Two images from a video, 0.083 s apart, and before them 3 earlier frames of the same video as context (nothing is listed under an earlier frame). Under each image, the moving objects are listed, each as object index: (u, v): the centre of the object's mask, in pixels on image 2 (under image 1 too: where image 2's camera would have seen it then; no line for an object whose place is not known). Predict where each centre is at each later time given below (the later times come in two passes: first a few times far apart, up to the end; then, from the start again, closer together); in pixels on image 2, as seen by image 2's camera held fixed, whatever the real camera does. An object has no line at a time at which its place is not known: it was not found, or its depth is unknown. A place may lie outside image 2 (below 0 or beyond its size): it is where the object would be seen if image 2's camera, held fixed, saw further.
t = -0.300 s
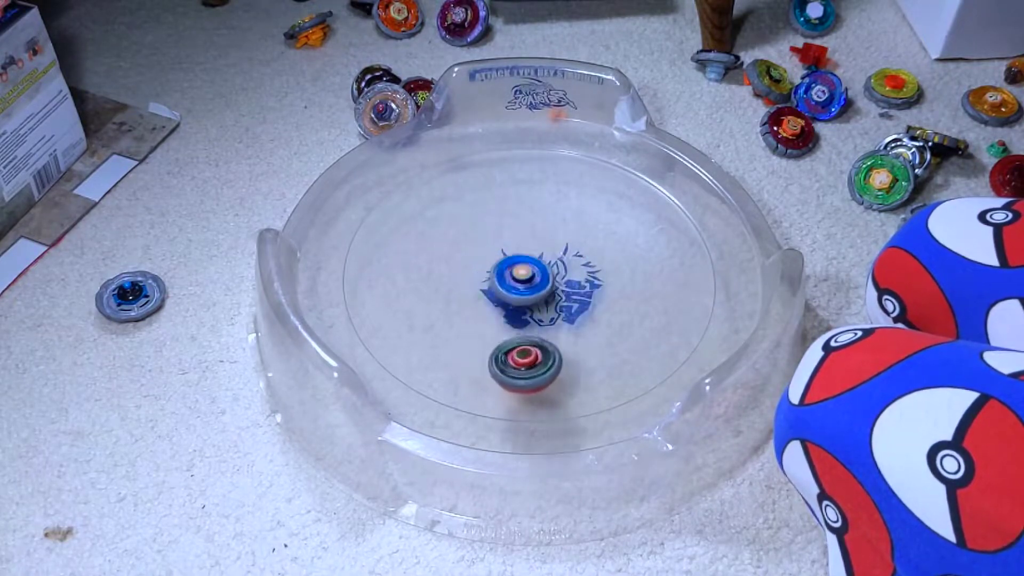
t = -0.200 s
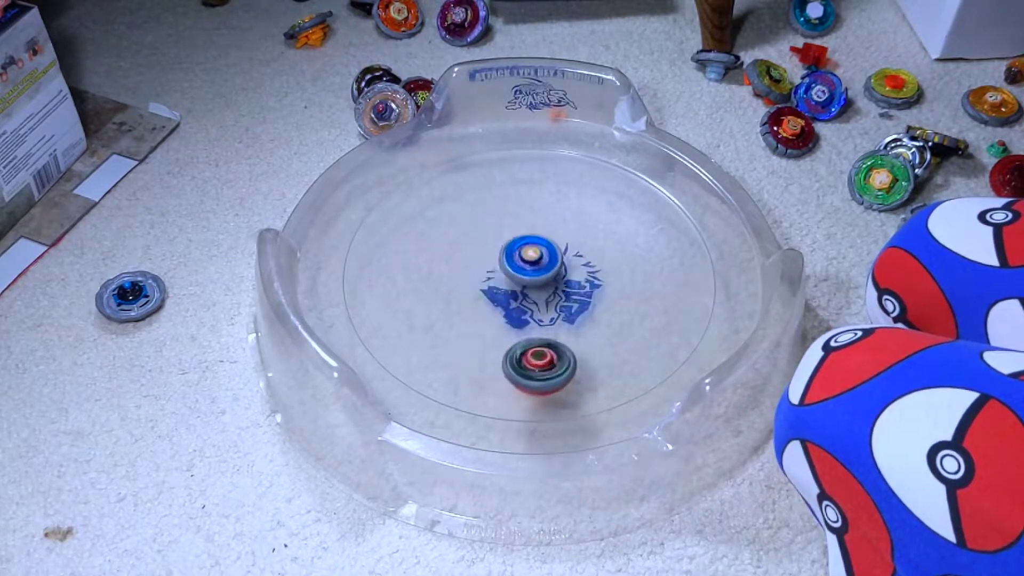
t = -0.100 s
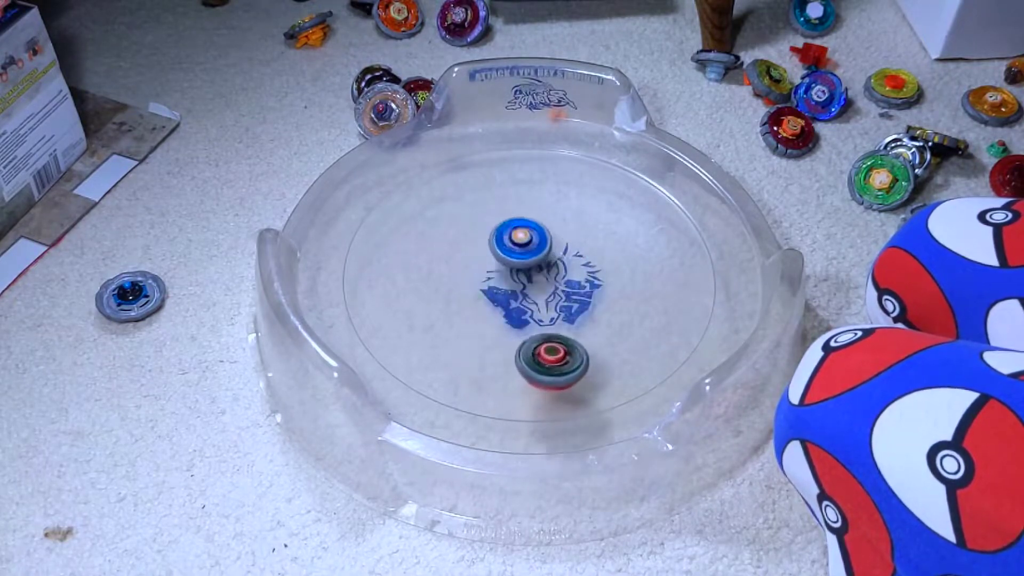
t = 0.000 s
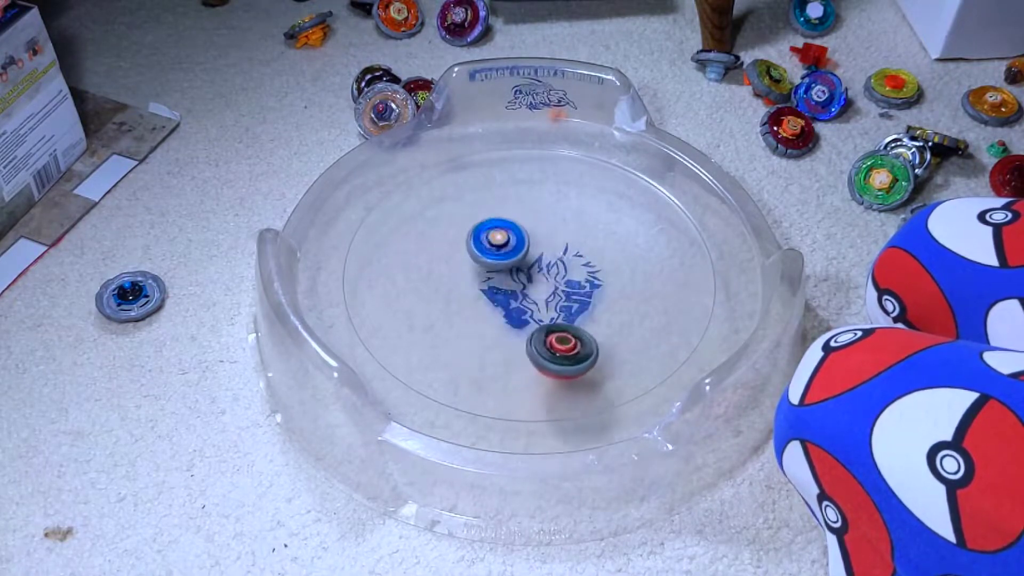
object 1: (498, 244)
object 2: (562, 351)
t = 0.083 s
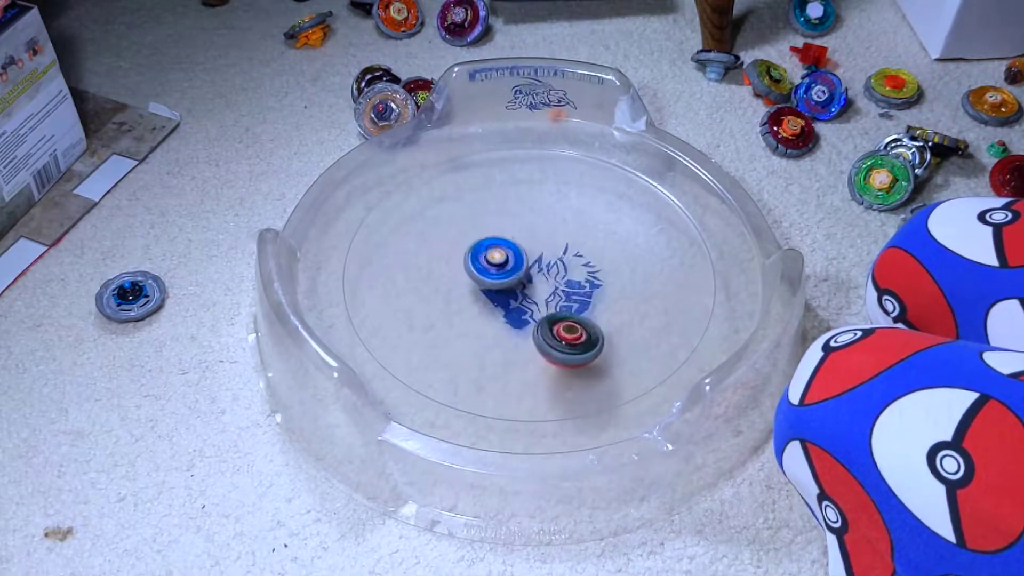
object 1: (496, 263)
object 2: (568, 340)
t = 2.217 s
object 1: (486, 336)
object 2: (568, 236)
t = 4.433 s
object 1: (494, 319)
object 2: (635, 264)
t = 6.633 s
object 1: (571, 295)
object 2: (405, 342)
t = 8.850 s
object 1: (505, 275)
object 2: (547, 233)
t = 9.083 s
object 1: (515, 287)
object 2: (540, 238)
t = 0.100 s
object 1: (500, 267)
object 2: (569, 337)
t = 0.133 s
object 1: (510, 272)
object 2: (571, 333)
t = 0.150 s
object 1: (517, 274)
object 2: (573, 330)
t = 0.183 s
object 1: (530, 275)
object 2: (574, 323)
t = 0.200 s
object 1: (535, 273)
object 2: (575, 320)
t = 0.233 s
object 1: (543, 269)
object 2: (577, 314)
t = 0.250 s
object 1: (548, 266)
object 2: (578, 310)
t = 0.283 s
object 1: (554, 257)
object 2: (583, 311)
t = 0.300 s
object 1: (554, 251)
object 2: (584, 312)
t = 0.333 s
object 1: (553, 241)
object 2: (583, 311)
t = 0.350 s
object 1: (552, 237)
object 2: (582, 310)
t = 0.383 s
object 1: (545, 230)
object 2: (584, 307)
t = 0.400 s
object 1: (540, 226)
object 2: (585, 304)
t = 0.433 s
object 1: (531, 223)
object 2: (588, 300)
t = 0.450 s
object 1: (525, 222)
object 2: (590, 299)
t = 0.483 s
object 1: (513, 223)
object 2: (592, 294)
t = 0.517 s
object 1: (503, 228)
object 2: (595, 290)
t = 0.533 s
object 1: (499, 232)
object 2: (596, 288)
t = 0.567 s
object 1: (495, 242)
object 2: (597, 284)
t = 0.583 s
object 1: (494, 247)
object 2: (598, 282)
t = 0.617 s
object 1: (496, 258)
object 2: (600, 278)
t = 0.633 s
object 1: (499, 263)
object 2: (601, 275)
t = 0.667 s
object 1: (509, 271)
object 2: (601, 271)
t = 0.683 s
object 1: (515, 275)
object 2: (601, 269)
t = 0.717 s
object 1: (528, 280)
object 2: (601, 265)
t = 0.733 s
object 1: (535, 282)
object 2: (601, 263)
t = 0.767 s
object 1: (545, 283)
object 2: (608, 257)
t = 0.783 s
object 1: (549, 283)
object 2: (612, 255)
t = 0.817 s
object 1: (558, 281)
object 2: (616, 250)
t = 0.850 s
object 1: (557, 281)
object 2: (629, 241)
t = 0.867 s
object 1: (553, 282)
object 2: (639, 235)
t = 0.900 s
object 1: (550, 283)
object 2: (653, 222)
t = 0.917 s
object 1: (548, 284)
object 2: (658, 215)
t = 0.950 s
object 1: (546, 286)
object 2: (665, 205)
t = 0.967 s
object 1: (545, 287)
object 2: (668, 201)
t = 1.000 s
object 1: (542, 289)
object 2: (673, 195)
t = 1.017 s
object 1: (542, 289)
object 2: (675, 193)
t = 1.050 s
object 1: (540, 291)
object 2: (669, 193)
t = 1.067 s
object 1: (538, 292)
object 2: (666, 193)
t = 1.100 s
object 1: (536, 293)
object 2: (661, 194)
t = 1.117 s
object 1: (535, 294)
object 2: (659, 194)
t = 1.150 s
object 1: (534, 294)
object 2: (657, 195)
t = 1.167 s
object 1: (533, 294)
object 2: (656, 195)
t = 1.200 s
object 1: (532, 294)
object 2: (656, 195)
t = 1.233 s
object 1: (531, 294)
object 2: (656, 196)
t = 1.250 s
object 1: (530, 294)
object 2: (657, 196)
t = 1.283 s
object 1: (530, 293)
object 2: (657, 197)
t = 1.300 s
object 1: (529, 292)
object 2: (657, 198)
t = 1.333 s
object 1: (528, 291)
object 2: (656, 200)
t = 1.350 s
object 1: (527, 290)
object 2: (656, 202)
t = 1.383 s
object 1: (526, 289)
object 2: (654, 204)
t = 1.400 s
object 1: (525, 289)
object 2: (652, 206)
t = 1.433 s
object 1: (524, 287)
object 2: (649, 210)
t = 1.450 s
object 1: (523, 287)
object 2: (647, 211)
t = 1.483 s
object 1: (523, 285)
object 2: (642, 215)
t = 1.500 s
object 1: (522, 284)
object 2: (639, 216)
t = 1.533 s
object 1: (521, 283)
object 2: (633, 219)
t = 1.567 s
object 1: (520, 282)
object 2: (626, 223)
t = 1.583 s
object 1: (519, 281)
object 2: (623, 225)
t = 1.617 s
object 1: (518, 279)
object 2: (614, 230)
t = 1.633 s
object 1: (517, 279)
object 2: (609, 232)
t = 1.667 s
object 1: (516, 277)
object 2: (598, 237)
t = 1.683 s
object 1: (515, 277)
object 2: (592, 241)
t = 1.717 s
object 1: (513, 276)
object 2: (578, 248)
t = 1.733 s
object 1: (511, 275)
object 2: (571, 251)
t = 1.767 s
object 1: (477, 278)
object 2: (592, 246)
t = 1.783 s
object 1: (462, 280)
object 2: (601, 244)
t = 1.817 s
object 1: (438, 284)
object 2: (616, 240)
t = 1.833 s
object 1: (429, 285)
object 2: (620, 239)
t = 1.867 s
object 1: (418, 291)
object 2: (623, 239)
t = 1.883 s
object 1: (414, 295)
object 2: (621, 239)
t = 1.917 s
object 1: (408, 302)
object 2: (617, 238)
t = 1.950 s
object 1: (405, 310)
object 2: (613, 237)
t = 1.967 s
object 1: (404, 314)
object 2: (610, 237)
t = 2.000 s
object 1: (406, 323)
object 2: (605, 237)
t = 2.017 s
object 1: (408, 327)
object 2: (603, 237)
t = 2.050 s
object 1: (416, 334)
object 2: (597, 237)
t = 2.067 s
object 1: (421, 336)
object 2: (595, 237)
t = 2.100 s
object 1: (435, 340)
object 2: (589, 237)
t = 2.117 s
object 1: (442, 342)
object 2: (587, 237)
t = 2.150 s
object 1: (457, 342)
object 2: (581, 237)
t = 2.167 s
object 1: (465, 342)
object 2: (578, 236)
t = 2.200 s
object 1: (479, 338)
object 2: (571, 236)
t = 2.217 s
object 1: (486, 336)
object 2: (568, 236)
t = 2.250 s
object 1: (499, 330)
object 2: (561, 236)
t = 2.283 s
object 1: (511, 323)
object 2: (555, 236)
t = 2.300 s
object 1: (516, 319)
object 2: (551, 236)
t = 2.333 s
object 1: (525, 310)
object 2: (545, 235)
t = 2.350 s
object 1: (530, 306)
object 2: (542, 236)
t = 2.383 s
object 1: (538, 293)
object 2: (535, 235)
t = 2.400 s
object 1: (540, 287)
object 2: (531, 235)
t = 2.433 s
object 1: (546, 279)
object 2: (524, 225)
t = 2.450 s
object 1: (549, 277)
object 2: (520, 217)
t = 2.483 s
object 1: (553, 275)
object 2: (512, 200)
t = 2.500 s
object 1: (553, 273)
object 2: (506, 195)
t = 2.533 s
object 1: (557, 265)
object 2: (498, 185)
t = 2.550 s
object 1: (558, 261)
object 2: (494, 180)
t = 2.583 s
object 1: (560, 252)
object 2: (484, 173)
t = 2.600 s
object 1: (560, 247)
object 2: (479, 170)
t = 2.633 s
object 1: (559, 238)
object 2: (471, 165)
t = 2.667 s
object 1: (557, 230)
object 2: (465, 162)
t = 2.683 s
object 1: (556, 225)
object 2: (463, 160)
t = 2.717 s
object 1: (552, 218)
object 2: (459, 158)
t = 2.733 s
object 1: (549, 214)
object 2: (458, 156)
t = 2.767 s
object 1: (542, 208)
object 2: (456, 155)
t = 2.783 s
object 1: (538, 205)
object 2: (455, 154)
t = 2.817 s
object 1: (530, 202)
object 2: (453, 152)
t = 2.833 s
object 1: (526, 201)
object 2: (453, 152)
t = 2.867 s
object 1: (517, 201)
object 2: (452, 152)
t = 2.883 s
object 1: (512, 202)
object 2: (452, 152)
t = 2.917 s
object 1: (505, 207)
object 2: (452, 152)
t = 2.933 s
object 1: (501, 210)
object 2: (452, 153)
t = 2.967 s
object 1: (496, 218)
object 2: (453, 155)
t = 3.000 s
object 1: (494, 227)
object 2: (454, 157)
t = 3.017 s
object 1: (493, 231)
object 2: (455, 158)
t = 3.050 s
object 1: (495, 241)
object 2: (457, 162)
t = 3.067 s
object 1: (496, 245)
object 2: (457, 164)
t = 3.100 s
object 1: (500, 255)
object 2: (459, 169)
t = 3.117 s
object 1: (503, 259)
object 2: (460, 171)
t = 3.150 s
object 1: (509, 266)
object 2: (461, 177)
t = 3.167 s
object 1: (513, 270)
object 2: (462, 180)
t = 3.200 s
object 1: (522, 276)
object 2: (463, 188)
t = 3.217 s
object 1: (526, 279)
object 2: (465, 193)
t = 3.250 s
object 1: (536, 284)
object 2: (468, 205)
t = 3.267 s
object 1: (541, 287)
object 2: (470, 211)
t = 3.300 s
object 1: (551, 291)
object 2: (475, 225)
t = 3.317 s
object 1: (557, 293)
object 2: (478, 233)
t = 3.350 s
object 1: (568, 295)
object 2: (486, 249)
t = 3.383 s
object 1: (578, 296)
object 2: (495, 265)
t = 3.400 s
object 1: (584, 296)
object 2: (500, 272)
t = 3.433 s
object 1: (594, 296)
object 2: (511, 286)
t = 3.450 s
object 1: (600, 294)
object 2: (517, 293)
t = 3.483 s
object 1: (610, 291)
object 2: (530, 305)
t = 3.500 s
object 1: (613, 289)
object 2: (537, 311)
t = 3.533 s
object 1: (621, 285)
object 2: (549, 321)
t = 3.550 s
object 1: (623, 282)
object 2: (556, 327)
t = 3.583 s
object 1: (626, 275)
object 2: (570, 334)
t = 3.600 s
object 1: (625, 272)
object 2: (577, 338)
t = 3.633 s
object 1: (622, 265)
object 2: (589, 343)
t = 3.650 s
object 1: (619, 263)
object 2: (595, 345)
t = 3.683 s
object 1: (610, 259)
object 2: (603, 348)
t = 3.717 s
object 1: (600, 257)
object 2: (609, 351)
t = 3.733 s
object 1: (595, 257)
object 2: (612, 352)
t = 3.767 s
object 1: (585, 257)
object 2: (616, 353)
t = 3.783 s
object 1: (579, 257)
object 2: (618, 354)
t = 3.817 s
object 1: (567, 259)
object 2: (620, 355)
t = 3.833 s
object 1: (562, 260)
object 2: (621, 356)
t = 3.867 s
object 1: (551, 263)
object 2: (623, 357)
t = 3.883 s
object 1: (545, 265)
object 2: (623, 357)
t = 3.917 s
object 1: (536, 269)
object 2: (623, 358)
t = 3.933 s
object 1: (531, 271)
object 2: (623, 358)
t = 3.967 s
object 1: (522, 276)
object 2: (623, 358)
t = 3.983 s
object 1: (518, 278)
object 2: (622, 358)
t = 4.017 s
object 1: (510, 284)
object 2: (620, 357)
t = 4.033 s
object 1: (507, 287)
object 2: (619, 356)
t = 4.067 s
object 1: (501, 293)
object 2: (616, 354)
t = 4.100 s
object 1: (496, 300)
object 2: (614, 352)
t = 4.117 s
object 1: (495, 303)
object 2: (612, 350)
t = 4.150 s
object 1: (494, 310)
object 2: (610, 347)
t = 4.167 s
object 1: (493, 313)
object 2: (609, 345)
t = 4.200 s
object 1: (495, 320)
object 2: (606, 341)
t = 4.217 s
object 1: (497, 322)
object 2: (605, 339)
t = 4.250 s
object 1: (503, 328)
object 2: (601, 333)
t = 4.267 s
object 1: (507, 330)
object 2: (599, 329)
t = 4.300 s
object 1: (516, 331)
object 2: (593, 321)
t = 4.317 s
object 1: (520, 330)
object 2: (590, 316)
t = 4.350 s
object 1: (521, 328)
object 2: (591, 304)
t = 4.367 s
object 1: (513, 326)
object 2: (603, 296)
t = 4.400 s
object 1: (503, 323)
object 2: (622, 279)
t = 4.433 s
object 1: (494, 319)
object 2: (635, 264)
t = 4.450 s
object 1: (489, 317)
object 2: (638, 256)
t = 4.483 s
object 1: (481, 314)
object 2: (639, 241)
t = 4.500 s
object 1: (477, 313)
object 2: (639, 234)
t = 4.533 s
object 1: (469, 310)
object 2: (634, 221)
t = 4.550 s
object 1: (465, 307)
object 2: (632, 215)
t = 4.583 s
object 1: (458, 304)
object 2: (627, 203)
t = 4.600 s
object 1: (455, 302)
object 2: (624, 198)
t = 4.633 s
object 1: (449, 299)
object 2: (618, 186)
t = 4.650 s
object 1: (447, 298)
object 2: (615, 180)
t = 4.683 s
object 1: (444, 294)
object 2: (609, 169)
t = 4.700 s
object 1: (443, 293)
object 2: (606, 164)
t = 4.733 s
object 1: (442, 291)
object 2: (600, 154)
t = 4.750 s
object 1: (442, 290)
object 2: (598, 150)
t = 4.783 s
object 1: (444, 287)
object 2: (592, 145)
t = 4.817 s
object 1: (447, 283)
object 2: (583, 146)
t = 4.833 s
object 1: (448, 280)
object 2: (579, 147)
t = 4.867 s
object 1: (453, 277)
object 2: (572, 148)
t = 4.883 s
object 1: (455, 274)
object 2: (569, 149)
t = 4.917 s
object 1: (461, 269)
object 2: (564, 151)
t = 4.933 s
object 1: (463, 266)
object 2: (563, 152)
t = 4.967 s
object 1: (469, 261)
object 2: (560, 153)
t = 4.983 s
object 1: (471, 258)
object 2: (558, 154)
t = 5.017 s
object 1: (475, 253)
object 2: (556, 156)
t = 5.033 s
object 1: (477, 250)
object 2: (554, 156)
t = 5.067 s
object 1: (481, 243)
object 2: (552, 159)
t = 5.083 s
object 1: (483, 241)
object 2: (551, 160)
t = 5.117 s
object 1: (487, 235)
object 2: (548, 163)
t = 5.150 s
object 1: (491, 229)
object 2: (544, 166)
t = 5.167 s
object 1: (492, 226)
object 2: (542, 167)
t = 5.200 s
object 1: (495, 221)
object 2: (538, 172)
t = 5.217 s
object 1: (497, 218)
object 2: (536, 174)
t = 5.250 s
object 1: (492, 221)
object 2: (539, 173)
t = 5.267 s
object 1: (490, 224)
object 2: (540, 173)
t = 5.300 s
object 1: (487, 231)
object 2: (540, 177)
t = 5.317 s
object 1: (487, 234)
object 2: (539, 178)
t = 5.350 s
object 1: (489, 241)
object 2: (536, 182)
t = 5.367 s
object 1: (490, 245)
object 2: (534, 183)
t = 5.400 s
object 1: (495, 252)
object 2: (531, 186)
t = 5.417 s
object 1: (498, 256)
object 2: (530, 188)
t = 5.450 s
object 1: (504, 262)
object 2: (526, 192)
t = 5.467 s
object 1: (509, 264)
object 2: (524, 196)
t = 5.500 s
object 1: (516, 269)
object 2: (519, 203)
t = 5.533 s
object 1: (525, 273)
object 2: (513, 210)
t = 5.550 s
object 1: (530, 274)
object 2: (510, 215)
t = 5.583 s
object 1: (538, 278)
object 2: (504, 225)
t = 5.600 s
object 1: (543, 278)
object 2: (500, 230)
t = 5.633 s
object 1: (553, 280)
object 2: (494, 240)
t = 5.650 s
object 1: (557, 281)
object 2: (491, 245)
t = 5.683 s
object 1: (567, 281)
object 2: (485, 256)
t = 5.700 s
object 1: (572, 281)
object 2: (483, 261)
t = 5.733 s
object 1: (581, 281)
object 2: (477, 270)
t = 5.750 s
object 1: (586, 280)
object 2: (475, 275)
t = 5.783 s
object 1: (594, 279)
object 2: (471, 285)
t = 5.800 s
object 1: (598, 277)
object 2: (470, 290)
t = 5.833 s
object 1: (605, 274)
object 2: (466, 299)
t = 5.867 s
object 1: (609, 270)
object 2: (464, 306)
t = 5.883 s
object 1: (610, 267)
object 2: (463, 310)
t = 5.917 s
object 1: (610, 263)
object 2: (462, 316)
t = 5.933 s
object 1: (609, 260)
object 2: (462, 318)
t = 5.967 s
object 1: (604, 257)
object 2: (461, 321)
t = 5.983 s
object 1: (601, 255)
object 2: (461, 322)
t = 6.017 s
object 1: (593, 254)
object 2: (461, 324)
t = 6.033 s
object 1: (589, 254)
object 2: (461, 325)
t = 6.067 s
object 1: (580, 255)
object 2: (461, 327)
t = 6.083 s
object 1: (576, 256)
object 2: (461, 328)
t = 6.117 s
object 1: (567, 258)
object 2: (462, 329)
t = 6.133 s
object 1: (563, 260)
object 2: (462, 329)
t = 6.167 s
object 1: (555, 264)
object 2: (463, 330)
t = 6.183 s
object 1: (551, 265)
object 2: (464, 330)
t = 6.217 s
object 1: (543, 270)
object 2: (465, 331)
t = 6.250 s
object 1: (536, 274)
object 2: (468, 330)
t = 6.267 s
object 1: (533, 277)
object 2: (470, 330)
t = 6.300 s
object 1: (527, 282)
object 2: (473, 330)
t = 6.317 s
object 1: (525, 285)
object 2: (475, 330)
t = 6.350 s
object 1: (520, 290)
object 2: (478, 329)
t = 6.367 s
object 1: (520, 292)
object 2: (480, 328)
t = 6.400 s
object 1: (532, 290)
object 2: (459, 333)
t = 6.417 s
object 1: (540, 291)
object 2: (447, 337)
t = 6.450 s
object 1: (554, 291)
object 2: (428, 344)
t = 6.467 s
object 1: (560, 294)
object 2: (421, 342)
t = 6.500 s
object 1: (564, 296)
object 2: (410, 344)
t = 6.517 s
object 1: (566, 297)
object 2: (407, 343)
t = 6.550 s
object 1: (568, 298)
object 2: (404, 343)
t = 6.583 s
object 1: (570, 297)
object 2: (403, 342)
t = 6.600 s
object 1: (571, 296)
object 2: (403, 342)
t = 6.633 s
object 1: (571, 295)
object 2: (405, 342)
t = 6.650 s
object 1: (572, 294)
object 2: (405, 342)
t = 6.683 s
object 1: (571, 292)
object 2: (406, 341)
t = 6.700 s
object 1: (570, 291)
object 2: (407, 341)
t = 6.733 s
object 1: (566, 289)
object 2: (411, 338)
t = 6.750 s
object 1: (564, 287)
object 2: (413, 337)
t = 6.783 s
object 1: (559, 286)
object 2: (421, 335)
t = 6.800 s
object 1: (555, 284)
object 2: (425, 333)
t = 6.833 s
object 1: (550, 283)
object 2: (437, 329)
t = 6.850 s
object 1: (546, 281)
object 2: (444, 328)
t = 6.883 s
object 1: (540, 280)
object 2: (457, 326)
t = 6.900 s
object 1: (537, 281)
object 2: (463, 324)
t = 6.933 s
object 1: (529, 281)
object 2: (477, 320)
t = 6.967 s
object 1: (529, 278)
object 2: (486, 319)
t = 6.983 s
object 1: (532, 274)
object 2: (487, 319)
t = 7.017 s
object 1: (533, 269)
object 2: (493, 317)
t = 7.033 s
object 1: (533, 267)
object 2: (497, 317)
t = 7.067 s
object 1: (533, 261)
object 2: (504, 313)
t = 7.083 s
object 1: (532, 259)
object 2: (511, 312)
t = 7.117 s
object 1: (531, 254)
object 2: (521, 310)
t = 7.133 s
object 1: (531, 252)
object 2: (526, 309)
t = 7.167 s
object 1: (528, 247)
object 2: (535, 305)
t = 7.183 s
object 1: (527, 245)
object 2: (541, 305)
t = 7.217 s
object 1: (525, 242)
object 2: (551, 301)
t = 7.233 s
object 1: (523, 240)
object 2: (557, 300)
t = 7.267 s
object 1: (519, 238)
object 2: (566, 298)
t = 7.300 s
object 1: (515, 238)
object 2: (577, 295)
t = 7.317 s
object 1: (514, 239)
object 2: (580, 293)
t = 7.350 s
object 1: (511, 240)
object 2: (588, 289)
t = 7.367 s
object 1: (510, 241)
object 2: (593, 287)
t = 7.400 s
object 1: (508, 244)
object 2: (600, 285)
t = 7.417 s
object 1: (508, 245)
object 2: (604, 284)
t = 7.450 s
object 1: (508, 249)
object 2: (611, 281)
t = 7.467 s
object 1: (509, 251)
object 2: (615, 281)
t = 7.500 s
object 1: (510, 255)
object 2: (621, 280)
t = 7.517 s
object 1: (512, 258)
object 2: (624, 279)
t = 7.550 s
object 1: (515, 261)
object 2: (628, 279)
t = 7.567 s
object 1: (517, 263)
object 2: (629, 279)
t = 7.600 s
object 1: (522, 267)
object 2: (629, 280)
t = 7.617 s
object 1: (525, 268)
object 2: (629, 280)
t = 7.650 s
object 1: (530, 272)
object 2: (627, 280)
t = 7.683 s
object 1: (534, 274)
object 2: (627, 280)
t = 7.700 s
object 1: (537, 276)
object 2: (626, 280)
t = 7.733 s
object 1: (543, 278)
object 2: (623, 280)
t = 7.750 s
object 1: (545, 279)
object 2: (622, 280)
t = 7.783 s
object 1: (549, 280)
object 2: (619, 281)
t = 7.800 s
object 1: (548, 280)
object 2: (619, 281)
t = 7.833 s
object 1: (547, 281)
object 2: (616, 281)
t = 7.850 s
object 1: (546, 281)
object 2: (614, 280)
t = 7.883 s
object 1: (544, 281)
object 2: (612, 279)
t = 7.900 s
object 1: (544, 282)
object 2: (611, 278)
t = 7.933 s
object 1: (541, 282)
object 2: (609, 276)
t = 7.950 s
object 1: (541, 282)
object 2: (607, 275)
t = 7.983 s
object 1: (538, 283)
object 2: (604, 272)
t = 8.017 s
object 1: (536, 283)
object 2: (599, 268)
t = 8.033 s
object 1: (535, 284)
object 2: (596, 267)
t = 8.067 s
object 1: (532, 284)
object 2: (593, 263)
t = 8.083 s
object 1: (530, 285)
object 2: (592, 261)
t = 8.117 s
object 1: (527, 286)
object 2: (587, 256)
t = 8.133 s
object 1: (526, 286)
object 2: (585, 254)
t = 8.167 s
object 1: (524, 287)
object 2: (581, 249)
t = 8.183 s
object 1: (524, 288)
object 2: (579, 247)
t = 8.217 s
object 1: (522, 288)
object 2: (576, 242)
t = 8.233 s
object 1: (522, 288)
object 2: (574, 240)
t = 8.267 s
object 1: (520, 288)
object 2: (571, 236)
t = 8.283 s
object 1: (520, 288)
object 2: (570, 234)
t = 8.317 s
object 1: (519, 287)
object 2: (568, 231)
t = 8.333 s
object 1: (519, 287)
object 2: (567, 230)
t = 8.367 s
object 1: (519, 286)
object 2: (566, 228)
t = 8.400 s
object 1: (519, 285)
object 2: (566, 226)
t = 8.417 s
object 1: (519, 284)
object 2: (566, 225)
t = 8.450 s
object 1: (519, 283)
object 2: (565, 226)
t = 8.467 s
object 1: (519, 282)
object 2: (564, 226)
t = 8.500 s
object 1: (520, 280)
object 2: (562, 225)
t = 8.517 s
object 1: (521, 279)
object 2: (560, 225)
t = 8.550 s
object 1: (521, 277)
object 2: (558, 225)
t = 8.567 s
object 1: (522, 276)
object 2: (557, 224)
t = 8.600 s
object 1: (521, 273)
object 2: (557, 224)
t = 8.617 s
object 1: (521, 271)
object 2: (556, 224)
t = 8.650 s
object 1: (519, 269)
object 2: (556, 225)
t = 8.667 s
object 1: (515, 269)
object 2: (558, 224)
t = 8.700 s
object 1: (511, 269)
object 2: (560, 224)
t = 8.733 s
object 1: (507, 269)
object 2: (561, 227)
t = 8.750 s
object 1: (506, 270)
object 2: (559, 228)
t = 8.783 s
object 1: (505, 272)
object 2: (554, 230)
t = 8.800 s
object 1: (504, 273)
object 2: (551, 230)
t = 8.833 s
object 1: (505, 274)
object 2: (548, 232)
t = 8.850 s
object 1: (505, 275)
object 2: (547, 233)
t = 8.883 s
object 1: (507, 277)
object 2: (546, 234)
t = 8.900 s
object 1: (508, 277)
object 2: (544, 235)
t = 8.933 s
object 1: (508, 279)
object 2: (544, 234)
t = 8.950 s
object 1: (508, 281)
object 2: (546, 233)
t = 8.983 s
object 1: (508, 283)
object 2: (548, 233)
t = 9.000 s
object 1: (509, 283)
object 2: (548, 235)
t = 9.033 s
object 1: (512, 285)
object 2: (546, 237)
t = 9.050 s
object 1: (512, 286)
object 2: (543, 237)
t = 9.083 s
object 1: (515, 287)
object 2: (540, 238)
